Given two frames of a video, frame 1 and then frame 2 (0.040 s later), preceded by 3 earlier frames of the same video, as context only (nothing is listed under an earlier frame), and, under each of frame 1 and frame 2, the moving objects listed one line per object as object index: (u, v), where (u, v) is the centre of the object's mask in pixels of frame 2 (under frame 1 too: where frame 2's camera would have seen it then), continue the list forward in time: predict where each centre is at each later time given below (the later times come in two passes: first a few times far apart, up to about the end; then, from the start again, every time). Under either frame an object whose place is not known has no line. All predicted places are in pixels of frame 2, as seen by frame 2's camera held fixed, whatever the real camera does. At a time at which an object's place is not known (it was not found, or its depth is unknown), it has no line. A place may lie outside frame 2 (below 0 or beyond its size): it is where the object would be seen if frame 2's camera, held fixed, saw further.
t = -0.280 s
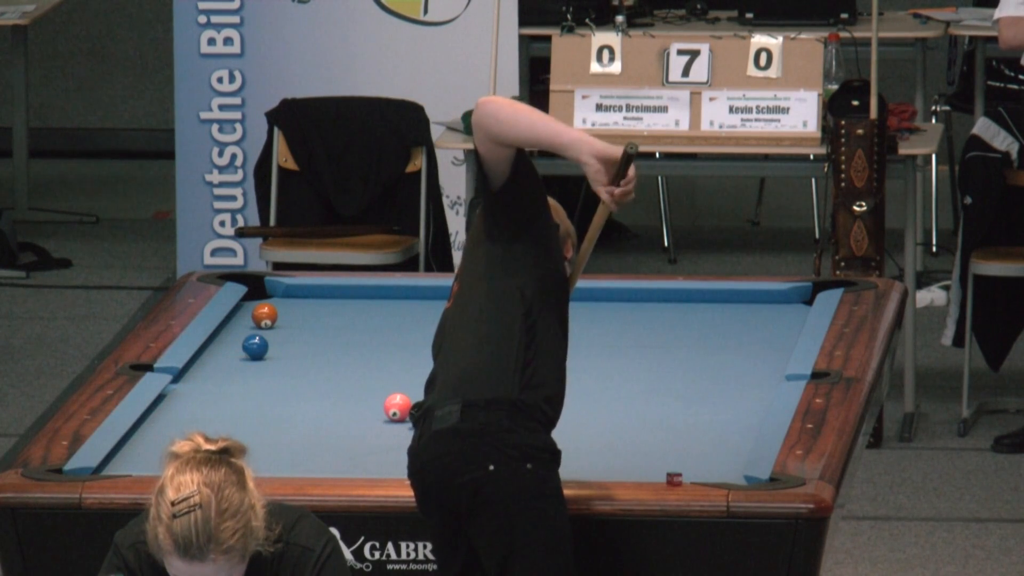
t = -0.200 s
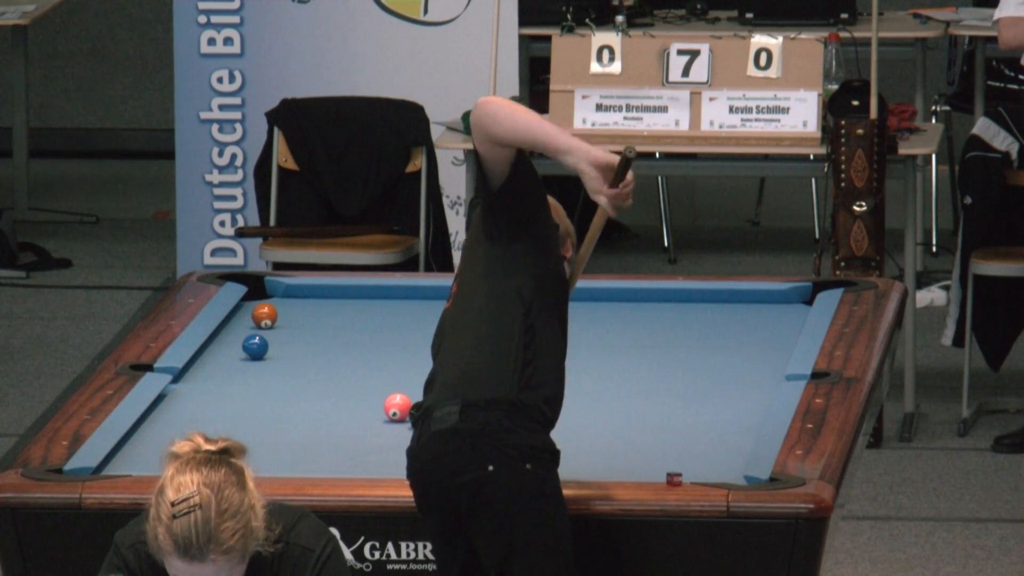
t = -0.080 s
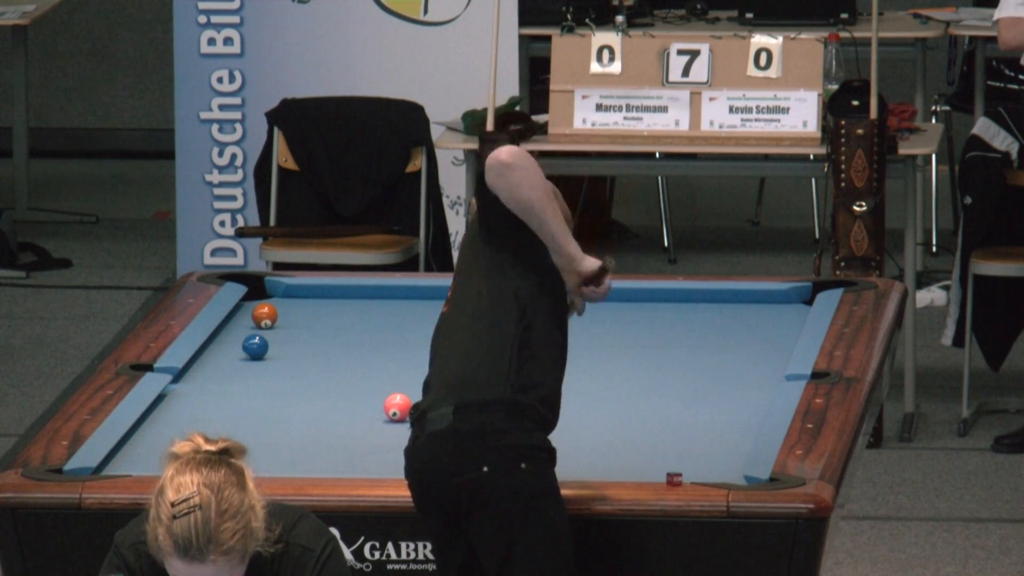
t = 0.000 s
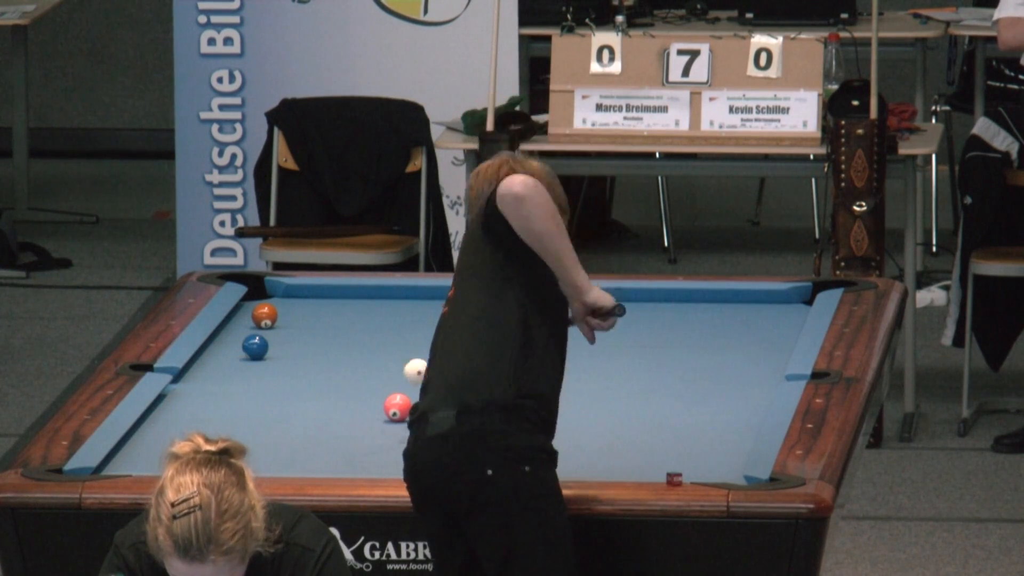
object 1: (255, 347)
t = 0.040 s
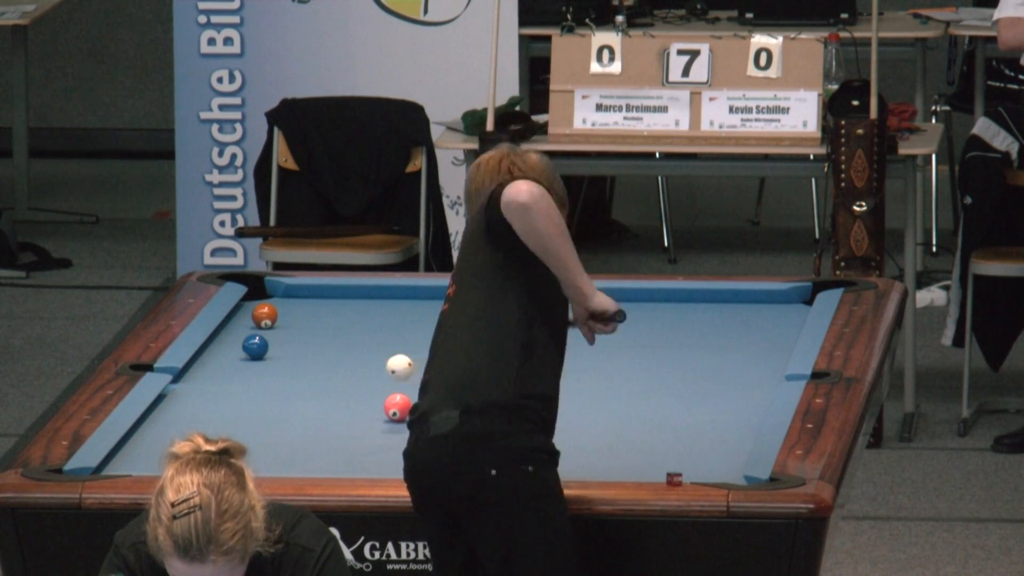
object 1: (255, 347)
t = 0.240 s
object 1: (255, 347)
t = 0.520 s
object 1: (220, 346)
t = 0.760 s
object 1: (254, 345)
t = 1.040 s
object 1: (289, 345)
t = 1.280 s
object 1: (317, 345)
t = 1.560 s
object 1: (345, 345)
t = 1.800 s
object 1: (367, 344)
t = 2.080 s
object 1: (389, 344)
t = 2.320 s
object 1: (405, 345)
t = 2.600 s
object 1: (420, 345)
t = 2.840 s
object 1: (431, 346)
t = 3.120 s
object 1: (440, 346)
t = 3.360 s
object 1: (445, 346)
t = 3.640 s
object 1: (447, 346)
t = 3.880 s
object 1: (448, 346)
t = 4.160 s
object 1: (448, 346)
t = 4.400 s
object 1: (448, 346)
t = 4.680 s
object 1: (448, 346)
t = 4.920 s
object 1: (448, 346)
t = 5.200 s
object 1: (448, 346)
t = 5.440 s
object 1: (448, 346)
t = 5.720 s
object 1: (448, 346)
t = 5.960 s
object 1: (448, 346)
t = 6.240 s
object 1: (448, 346)
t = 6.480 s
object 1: (448, 346)
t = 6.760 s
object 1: (448, 346)
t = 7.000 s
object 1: (448, 346)
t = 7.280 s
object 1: (448, 346)
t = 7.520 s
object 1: (448, 346)
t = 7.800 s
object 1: (448, 346)
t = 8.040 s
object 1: (448, 346)
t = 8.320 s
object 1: (448, 346)
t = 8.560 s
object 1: (448, 346)
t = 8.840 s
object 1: (448, 346)
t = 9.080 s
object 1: (448, 346)
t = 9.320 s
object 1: (448, 346)
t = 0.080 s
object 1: (255, 347)
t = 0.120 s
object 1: (255, 347)
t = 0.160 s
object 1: (255, 347)
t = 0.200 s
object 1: (255, 347)
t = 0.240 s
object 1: (255, 347)
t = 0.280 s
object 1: (255, 347)
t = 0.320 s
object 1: (255, 347)
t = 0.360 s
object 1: (250, 347)
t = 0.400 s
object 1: (237, 347)
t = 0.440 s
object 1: (226, 347)
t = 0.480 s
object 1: (216, 347)
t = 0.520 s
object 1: (220, 346)
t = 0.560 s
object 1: (227, 347)
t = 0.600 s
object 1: (232, 346)
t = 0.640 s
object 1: (238, 346)
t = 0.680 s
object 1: (243, 346)
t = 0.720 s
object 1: (249, 346)
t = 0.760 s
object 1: (254, 345)
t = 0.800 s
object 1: (260, 346)
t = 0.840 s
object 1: (264, 346)
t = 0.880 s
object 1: (270, 346)
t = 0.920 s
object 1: (275, 346)
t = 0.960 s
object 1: (279, 345)
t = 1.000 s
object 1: (285, 345)
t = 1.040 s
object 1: (289, 345)
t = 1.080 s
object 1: (294, 345)
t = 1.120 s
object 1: (299, 345)
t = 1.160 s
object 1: (303, 345)
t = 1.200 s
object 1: (308, 345)
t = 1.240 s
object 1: (312, 345)
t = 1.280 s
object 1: (317, 345)
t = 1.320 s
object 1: (321, 345)
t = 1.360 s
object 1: (325, 345)
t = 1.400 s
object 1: (329, 345)
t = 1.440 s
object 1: (333, 345)
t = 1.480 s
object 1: (337, 345)
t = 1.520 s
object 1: (341, 345)
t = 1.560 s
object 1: (345, 345)
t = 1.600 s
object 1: (349, 345)
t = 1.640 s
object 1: (353, 345)
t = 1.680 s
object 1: (356, 345)
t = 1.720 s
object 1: (360, 345)
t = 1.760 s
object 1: (363, 344)
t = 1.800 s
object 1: (367, 344)
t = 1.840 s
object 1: (370, 344)
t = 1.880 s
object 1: (374, 344)
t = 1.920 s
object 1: (377, 344)
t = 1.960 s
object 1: (380, 344)
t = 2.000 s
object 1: (383, 344)
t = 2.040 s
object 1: (386, 345)
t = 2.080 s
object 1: (389, 344)
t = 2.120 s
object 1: (392, 345)
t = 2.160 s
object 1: (395, 345)
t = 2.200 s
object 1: (397, 345)
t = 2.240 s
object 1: (400, 345)
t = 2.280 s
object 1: (402, 345)
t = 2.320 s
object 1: (405, 345)
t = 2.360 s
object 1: (407, 345)
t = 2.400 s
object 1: (409, 345)
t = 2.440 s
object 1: (412, 345)
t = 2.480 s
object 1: (414, 345)
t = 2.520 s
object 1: (416, 345)
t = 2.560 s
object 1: (418, 345)
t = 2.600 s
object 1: (420, 345)
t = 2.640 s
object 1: (422, 346)
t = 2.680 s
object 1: (424, 346)
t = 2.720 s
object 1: (426, 346)
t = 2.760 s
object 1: (427, 346)
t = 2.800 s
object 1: (429, 346)
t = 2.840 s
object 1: (431, 346)
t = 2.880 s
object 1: (432, 346)
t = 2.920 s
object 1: (434, 346)
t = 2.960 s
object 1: (435, 346)
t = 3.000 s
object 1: (436, 346)
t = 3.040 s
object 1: (437, 346)
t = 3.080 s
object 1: (438, 346)
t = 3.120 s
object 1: (440, 346)
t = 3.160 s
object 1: (441, 346)
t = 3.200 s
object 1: (441, 346)
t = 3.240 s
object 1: (442, 346)
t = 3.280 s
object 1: (443, 346)
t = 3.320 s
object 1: (444, 346)
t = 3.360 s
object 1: (445, 346)
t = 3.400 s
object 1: (445, 346)
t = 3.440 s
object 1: (446, 346)
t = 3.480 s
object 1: (446, 346)
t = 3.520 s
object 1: (447, 346)
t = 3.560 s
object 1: (447, 346)
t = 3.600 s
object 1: (447, 346)
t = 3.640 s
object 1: (447, 346)
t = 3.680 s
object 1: (448, 346)
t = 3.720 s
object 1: (448, 346)
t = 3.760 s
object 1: (448, 346)
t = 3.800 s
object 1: (448, 346)
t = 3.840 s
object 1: (448, 346)
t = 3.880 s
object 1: (448, 346)
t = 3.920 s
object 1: (448, 346)
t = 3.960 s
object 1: (448, 346)
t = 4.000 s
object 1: (448, 346)
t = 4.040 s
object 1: (448, 346)
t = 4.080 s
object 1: (448, 346)
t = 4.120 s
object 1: (448, 346)
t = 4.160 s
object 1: (448, 346)
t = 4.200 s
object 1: (448, 346)
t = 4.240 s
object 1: (448, 346)
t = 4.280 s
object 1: (448, 346)
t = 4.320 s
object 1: (448, 346)
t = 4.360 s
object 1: (448, 346)
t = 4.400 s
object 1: (448, 346)
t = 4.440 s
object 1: (448, 346)
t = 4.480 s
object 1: (448, 346)
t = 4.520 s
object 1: (448, 346)
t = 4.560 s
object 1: (448, 346)
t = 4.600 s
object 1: (448, 346)
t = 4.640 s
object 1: (448, 346)
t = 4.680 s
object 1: (448, 346)
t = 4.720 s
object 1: (448, 346)
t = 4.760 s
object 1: (448, 346)
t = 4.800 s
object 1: (448, 346)
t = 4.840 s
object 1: (448, 346)
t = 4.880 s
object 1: (448, 346)
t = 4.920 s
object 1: (448, 346)
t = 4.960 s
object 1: (448, 346)
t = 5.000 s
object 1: (448, 346)
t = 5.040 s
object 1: (448, 346)
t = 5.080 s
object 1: (448, 346)
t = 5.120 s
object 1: (448, 346)
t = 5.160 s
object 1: (448, 346)
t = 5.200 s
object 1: (448, 346)
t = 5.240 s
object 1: (448, 346)
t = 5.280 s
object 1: (448, 346)
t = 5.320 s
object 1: (448, 346)
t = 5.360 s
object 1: (448, 346)
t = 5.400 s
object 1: (448, 346)
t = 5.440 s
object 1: (448, 346)
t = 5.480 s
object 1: (448, 346)
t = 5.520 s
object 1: (448, 346)
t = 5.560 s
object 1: (448, 346)
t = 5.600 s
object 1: (448, 346)
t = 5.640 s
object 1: (448, 346)
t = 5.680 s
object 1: (448, 346)
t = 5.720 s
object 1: (448, 346)
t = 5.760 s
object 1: (448, 346)
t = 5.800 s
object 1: (448, 346)
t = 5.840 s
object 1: (448, 346)
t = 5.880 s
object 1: (448, 346)
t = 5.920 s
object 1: (448, 346)
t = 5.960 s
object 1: (448, 346)
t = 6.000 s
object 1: (448, 346)
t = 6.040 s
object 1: (448, 346)
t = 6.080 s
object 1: (448, 346)
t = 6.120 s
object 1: (448, 346)
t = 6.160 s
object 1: (448, 346)
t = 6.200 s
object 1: (448, 346)
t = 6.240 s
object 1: (448, 346)
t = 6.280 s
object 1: (448, 346)
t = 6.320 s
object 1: (448, 346)
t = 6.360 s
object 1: (448, 346)
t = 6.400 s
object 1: (448, 346)
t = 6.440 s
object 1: (448, 346)
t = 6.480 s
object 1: (448, 346)
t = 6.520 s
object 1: (448, 346)
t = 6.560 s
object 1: (448, 346)
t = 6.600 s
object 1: (448, 346)
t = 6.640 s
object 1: (448, 346)
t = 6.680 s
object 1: (448, 346)
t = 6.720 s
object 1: (448, 346)
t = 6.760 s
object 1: (448, 346)
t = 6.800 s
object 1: (448, 346)
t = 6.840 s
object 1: (448, 346)
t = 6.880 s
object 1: (448, 346)
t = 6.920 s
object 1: (448, 346)
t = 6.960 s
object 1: (448, 346)
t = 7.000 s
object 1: (448, 346)
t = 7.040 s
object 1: (448, 346)
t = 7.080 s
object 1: (448, 346)
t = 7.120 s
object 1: (448, 346)
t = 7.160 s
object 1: (448, 346)
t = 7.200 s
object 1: (448, 346)
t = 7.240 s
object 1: (448, 346)
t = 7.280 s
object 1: (448, 346)
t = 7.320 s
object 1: (448, 346)
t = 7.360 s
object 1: (448, 346)
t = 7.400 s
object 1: (448, 346)
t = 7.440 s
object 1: (448, 346)
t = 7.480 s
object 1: (448, 346)
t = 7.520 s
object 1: (448, 346)
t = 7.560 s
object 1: (448, 346)
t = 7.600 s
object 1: (448, 346)
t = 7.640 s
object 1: (448, 346)
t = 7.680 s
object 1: (448, 346)
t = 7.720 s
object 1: (448, 346)
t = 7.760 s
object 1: (448, 346)
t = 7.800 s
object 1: (448, 346)
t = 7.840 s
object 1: (448, 346)
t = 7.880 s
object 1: (448, 346)
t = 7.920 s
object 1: (448, 346)
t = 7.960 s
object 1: (448, 346)
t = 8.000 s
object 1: (448, 346)
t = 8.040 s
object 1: (448, 346)
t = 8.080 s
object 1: (448, 346)
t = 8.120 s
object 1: (448, 346)
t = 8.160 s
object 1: (448, 346)
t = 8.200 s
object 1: (448, 346)
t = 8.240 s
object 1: (448, 346)
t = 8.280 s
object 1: (448, 346)
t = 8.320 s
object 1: (448, 346)
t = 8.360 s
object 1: (448, 346)
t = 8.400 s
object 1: (448, 346)
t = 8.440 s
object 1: (448, 346)
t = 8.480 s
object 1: (448, 346)
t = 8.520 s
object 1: (448, 346)
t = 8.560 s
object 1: (448, 346)
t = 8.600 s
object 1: (448, 346)
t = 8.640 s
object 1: (448, 346)
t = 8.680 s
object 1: (448, 346)
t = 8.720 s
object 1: (448, 346)
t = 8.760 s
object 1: (448, 346)
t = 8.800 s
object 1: (448, 346)
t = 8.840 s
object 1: (448, 346)
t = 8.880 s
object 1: (448, 346)
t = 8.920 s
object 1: (448, 346)
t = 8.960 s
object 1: (448, 346)
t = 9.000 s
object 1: (448, 346)
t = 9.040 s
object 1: (448, 346)
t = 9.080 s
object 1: (448, 346)
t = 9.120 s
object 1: (448, 346)
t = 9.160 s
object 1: (448, 346)
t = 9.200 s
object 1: (448, 346)
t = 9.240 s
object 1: (448, 346)
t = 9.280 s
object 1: (448, 346)
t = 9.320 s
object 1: (448, 346)
